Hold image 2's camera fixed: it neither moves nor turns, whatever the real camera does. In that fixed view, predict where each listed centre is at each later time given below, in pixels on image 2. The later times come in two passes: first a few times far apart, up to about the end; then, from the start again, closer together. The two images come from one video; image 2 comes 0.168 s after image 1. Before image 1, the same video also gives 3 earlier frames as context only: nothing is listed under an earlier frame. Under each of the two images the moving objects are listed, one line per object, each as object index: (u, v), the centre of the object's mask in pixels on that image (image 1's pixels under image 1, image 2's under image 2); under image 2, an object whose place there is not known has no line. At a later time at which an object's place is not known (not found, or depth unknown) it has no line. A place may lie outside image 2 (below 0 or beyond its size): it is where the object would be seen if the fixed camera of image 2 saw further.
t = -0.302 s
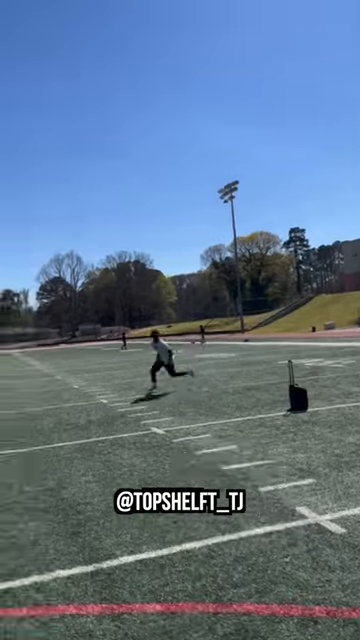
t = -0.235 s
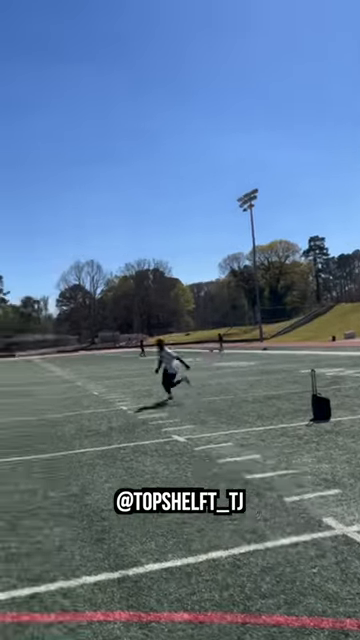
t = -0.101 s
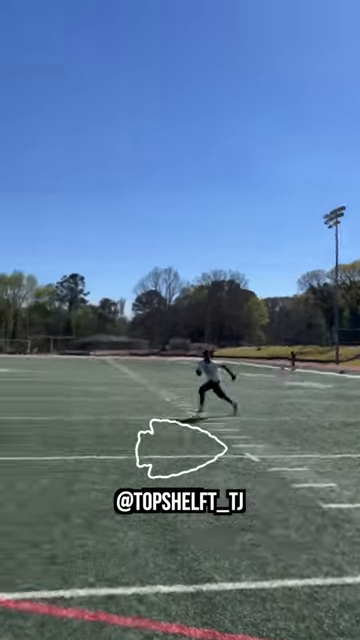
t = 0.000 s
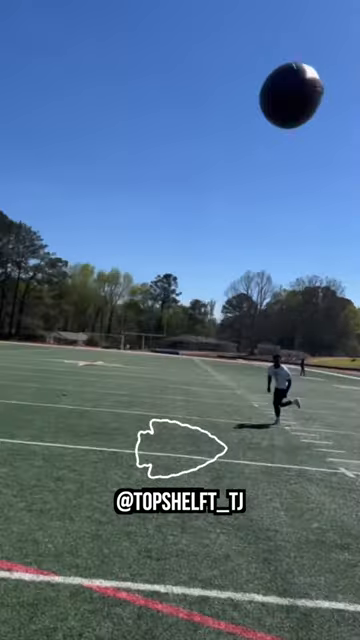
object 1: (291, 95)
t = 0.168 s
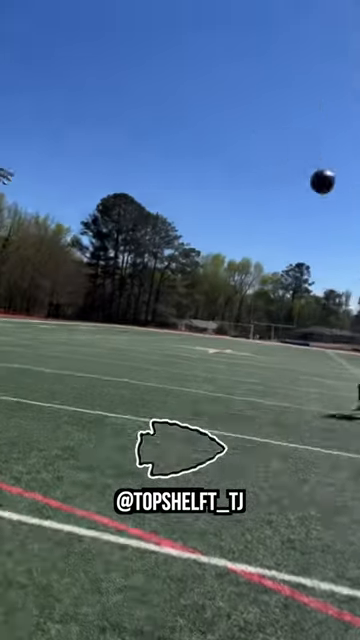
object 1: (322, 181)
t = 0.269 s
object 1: (295, 214)
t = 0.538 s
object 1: (262, 275)
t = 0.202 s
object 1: (312, 193)
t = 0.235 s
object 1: (304, 204)
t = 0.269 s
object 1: (295, 214)
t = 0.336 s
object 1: (285, 231)
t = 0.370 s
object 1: (280, 239)
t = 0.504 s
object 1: (265, 268)
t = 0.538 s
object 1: (262, 275)
